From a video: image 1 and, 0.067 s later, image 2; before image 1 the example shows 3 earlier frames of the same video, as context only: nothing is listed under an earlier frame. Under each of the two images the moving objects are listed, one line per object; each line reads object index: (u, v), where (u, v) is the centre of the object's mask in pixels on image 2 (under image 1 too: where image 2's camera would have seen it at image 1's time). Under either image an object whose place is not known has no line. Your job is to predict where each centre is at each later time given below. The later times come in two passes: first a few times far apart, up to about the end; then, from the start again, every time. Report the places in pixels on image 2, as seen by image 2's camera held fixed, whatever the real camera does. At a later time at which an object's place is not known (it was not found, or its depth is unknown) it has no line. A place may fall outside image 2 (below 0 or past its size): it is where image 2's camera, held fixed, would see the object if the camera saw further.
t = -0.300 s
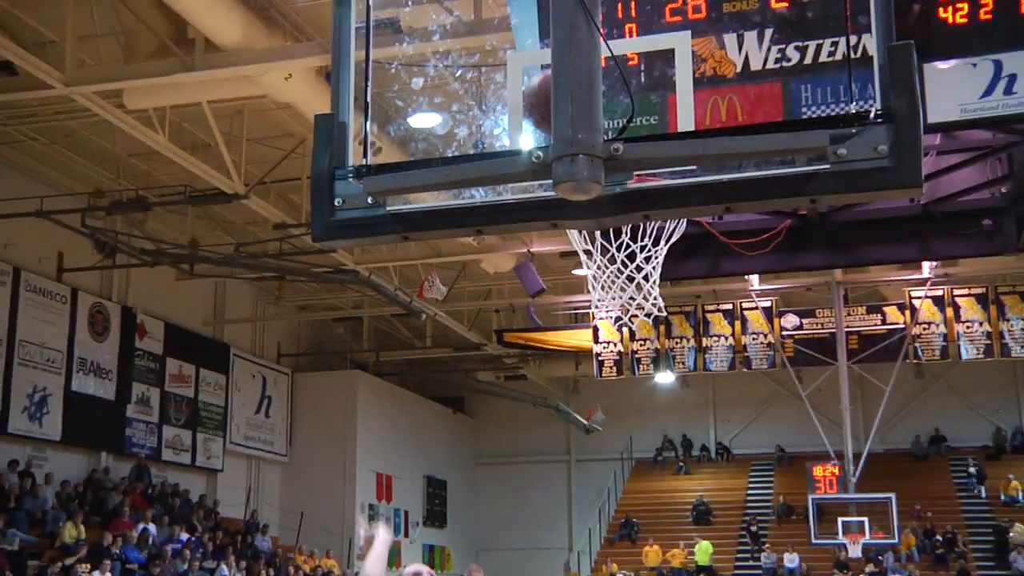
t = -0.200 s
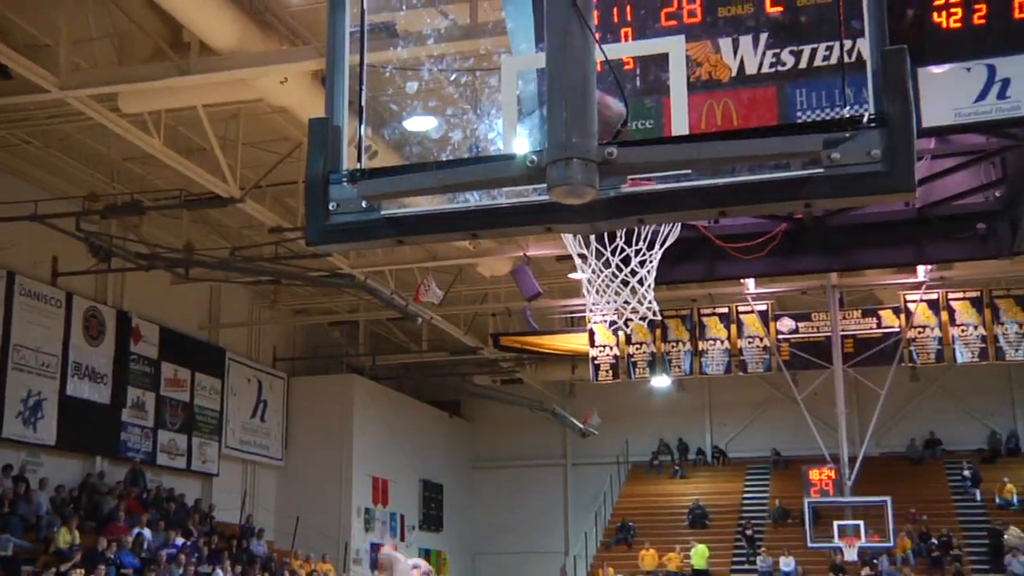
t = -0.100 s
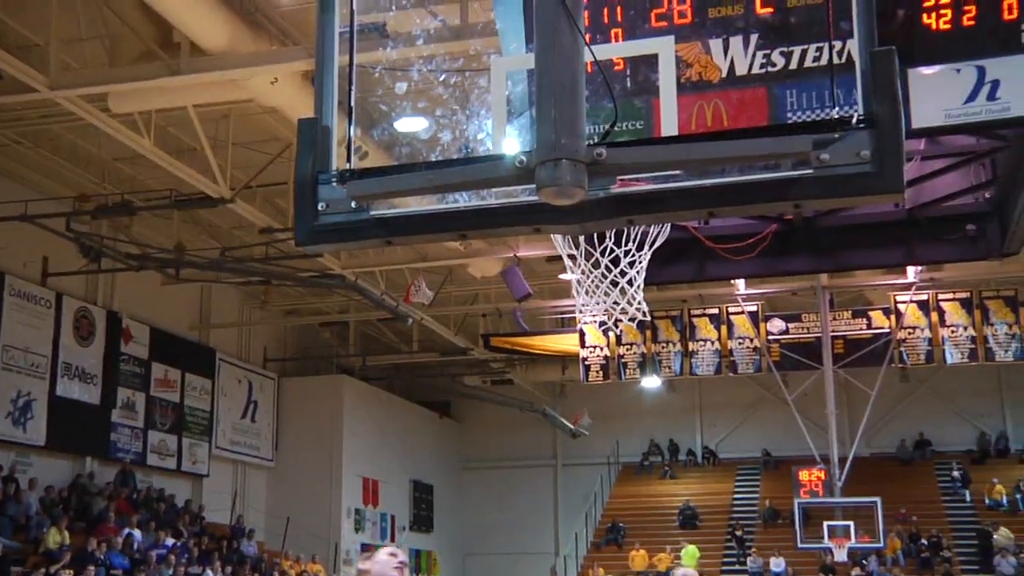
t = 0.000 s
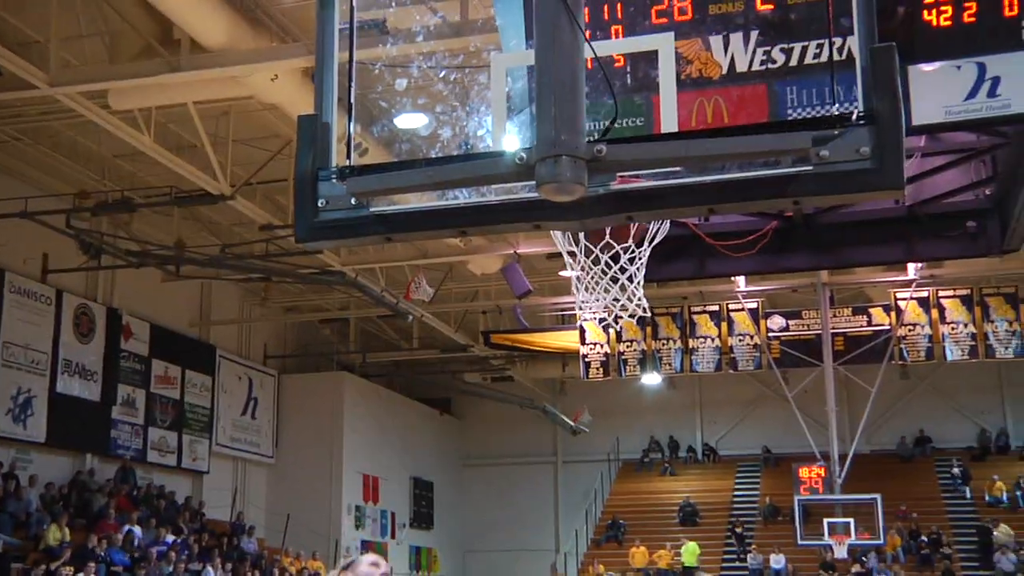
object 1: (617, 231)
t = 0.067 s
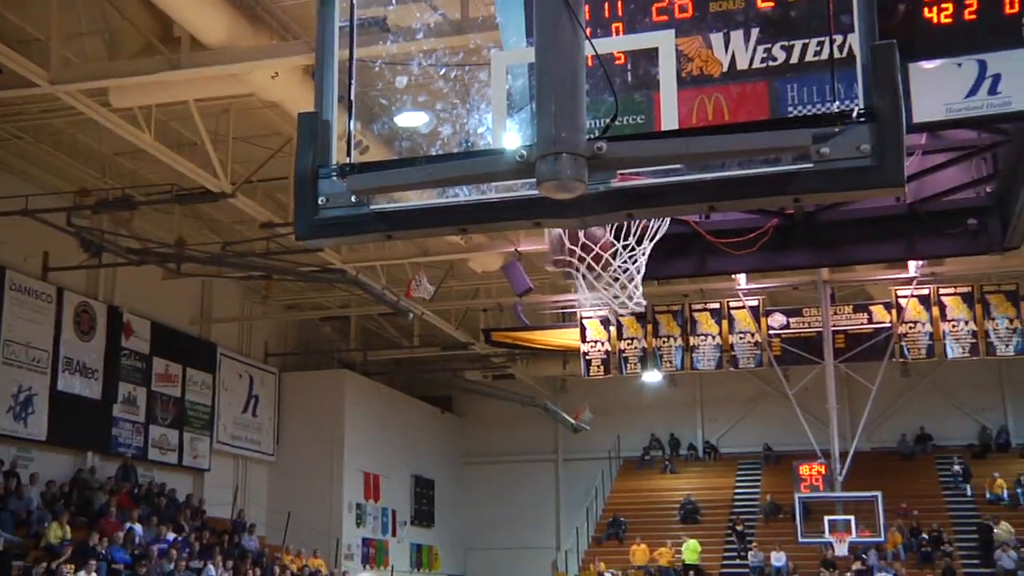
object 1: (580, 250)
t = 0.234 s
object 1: (556, 283)
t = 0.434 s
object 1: (576, 330)
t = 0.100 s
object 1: (566, 258)
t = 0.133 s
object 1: (554, 263)
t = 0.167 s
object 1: (556, 266)
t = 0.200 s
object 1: (555, 272)
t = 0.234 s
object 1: (556, 283)
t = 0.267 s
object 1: (554, 275)
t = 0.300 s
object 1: (553, 294)
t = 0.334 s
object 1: (557, 302)
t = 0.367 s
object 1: (562, 310)
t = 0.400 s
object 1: (570, 319)
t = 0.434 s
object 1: (576, 330)
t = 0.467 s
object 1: (585, 349)
